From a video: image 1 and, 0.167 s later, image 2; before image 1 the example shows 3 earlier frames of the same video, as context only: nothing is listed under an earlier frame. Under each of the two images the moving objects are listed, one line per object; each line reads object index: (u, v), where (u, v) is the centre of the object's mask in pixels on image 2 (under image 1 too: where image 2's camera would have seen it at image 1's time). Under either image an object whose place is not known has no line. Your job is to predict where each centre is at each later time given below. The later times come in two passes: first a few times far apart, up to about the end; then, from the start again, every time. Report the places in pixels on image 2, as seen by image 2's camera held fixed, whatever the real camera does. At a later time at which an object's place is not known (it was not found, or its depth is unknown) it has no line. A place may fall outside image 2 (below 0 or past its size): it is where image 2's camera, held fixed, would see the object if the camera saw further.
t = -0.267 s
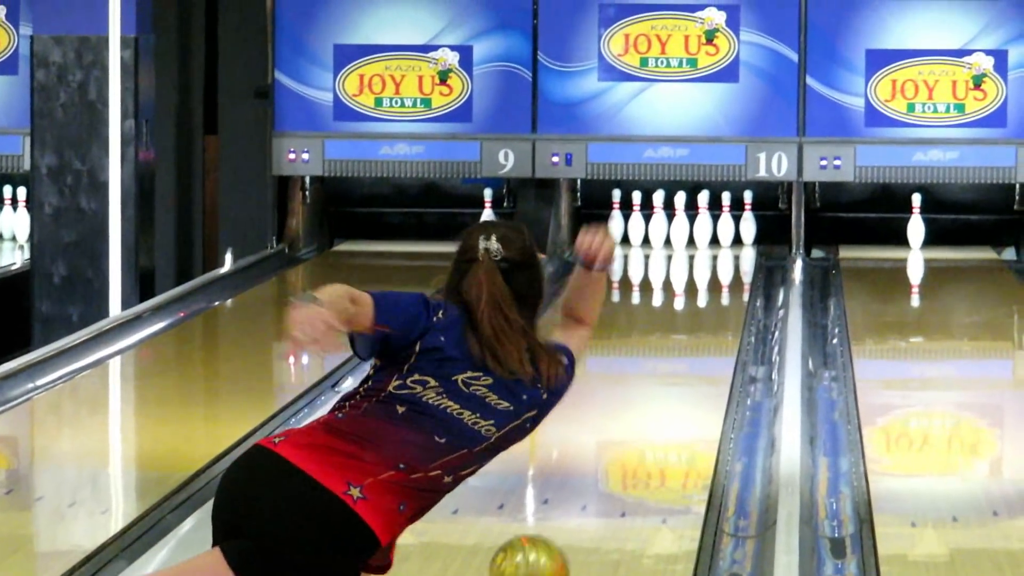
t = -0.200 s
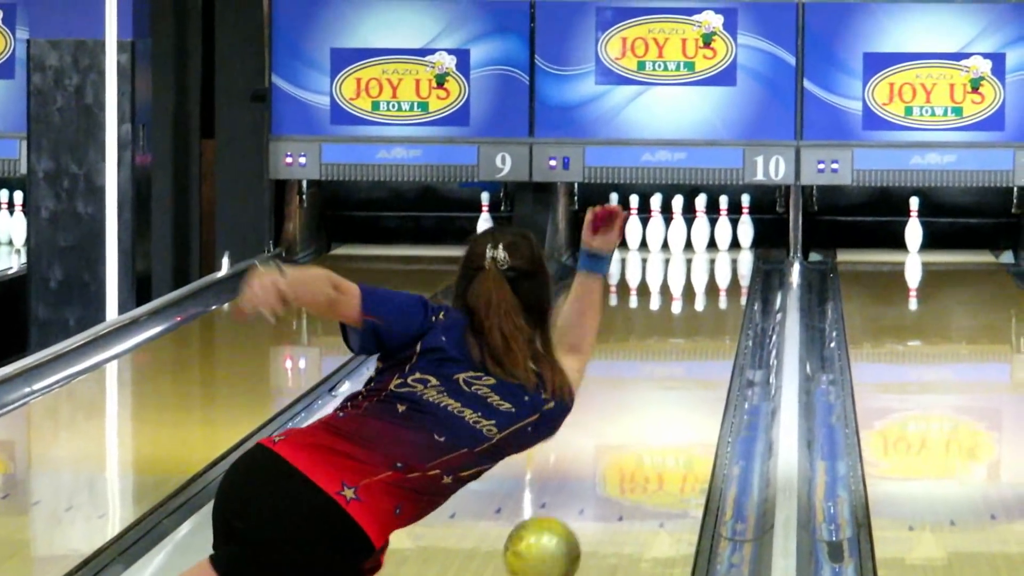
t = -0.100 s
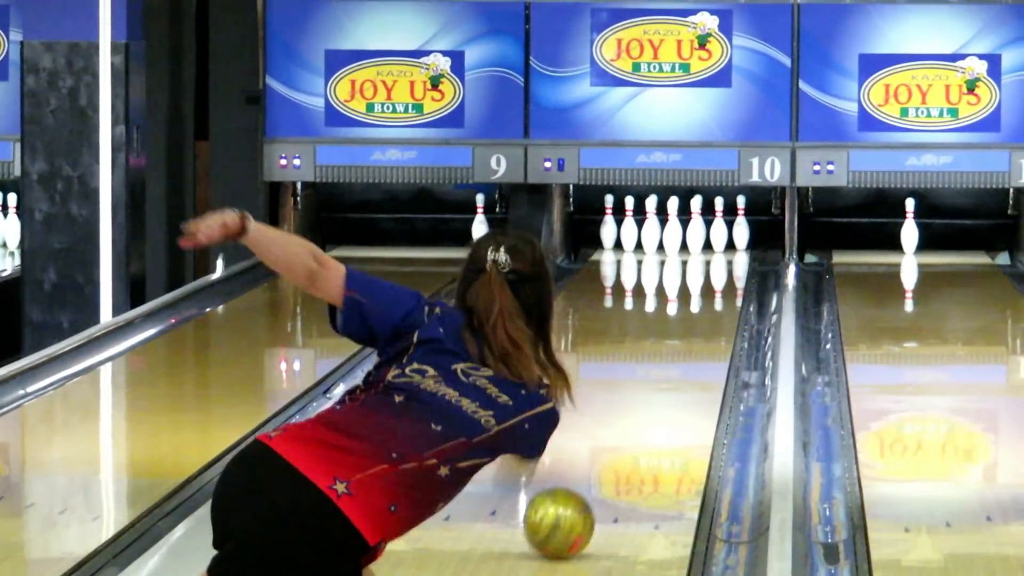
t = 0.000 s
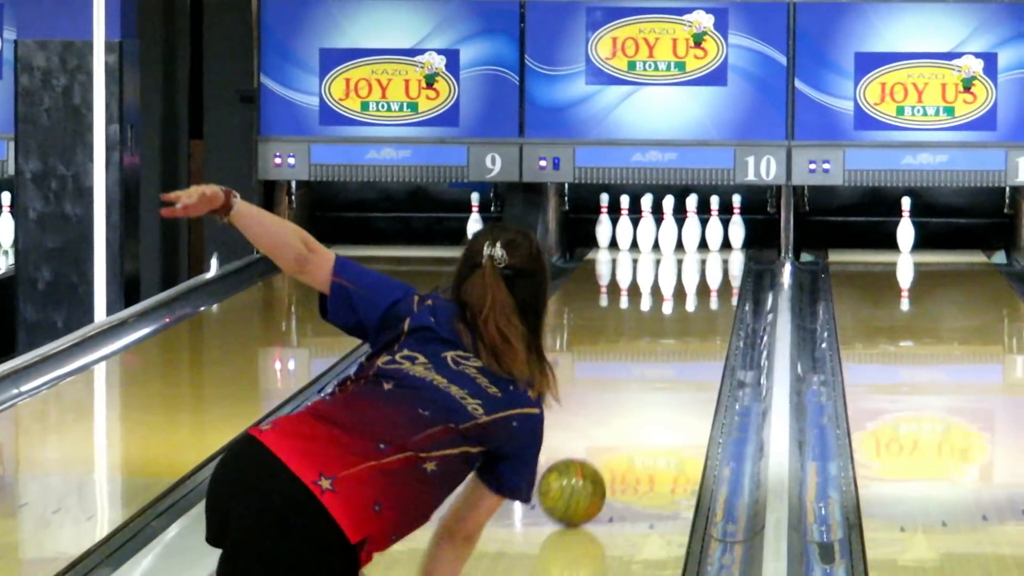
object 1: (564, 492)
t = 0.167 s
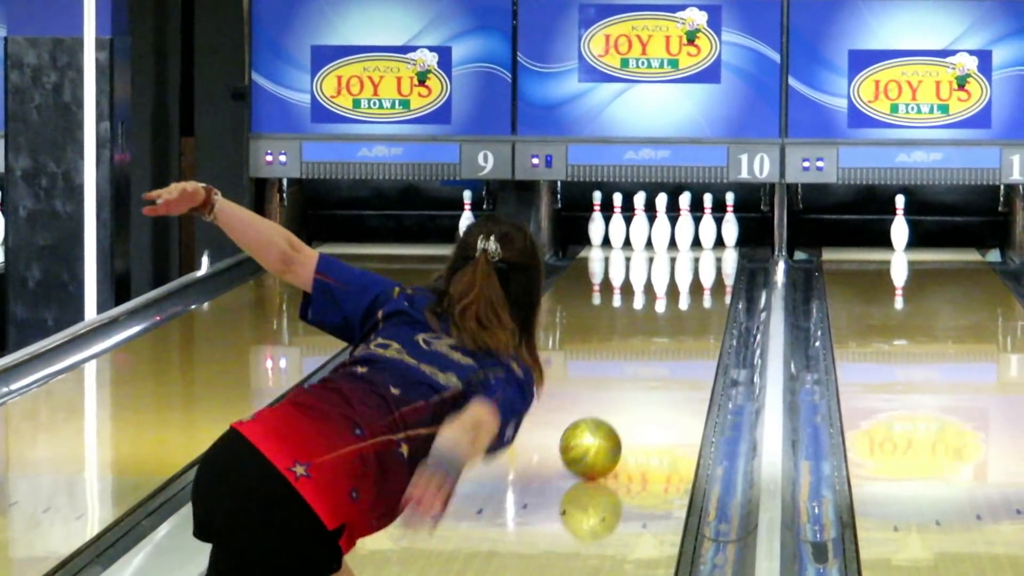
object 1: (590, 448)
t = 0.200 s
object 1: (595, 440)
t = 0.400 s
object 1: (619, 399)
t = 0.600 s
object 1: (639, 367)
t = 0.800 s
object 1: (654, 339)
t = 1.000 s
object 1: (666, 315)
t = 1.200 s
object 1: (676, 295)
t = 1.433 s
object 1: (683, 276)
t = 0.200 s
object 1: (595, 440)
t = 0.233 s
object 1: (599, 433)
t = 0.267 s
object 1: (604, 426)
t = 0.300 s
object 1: (608, 419)
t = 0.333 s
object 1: (612, 412)
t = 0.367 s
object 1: (616, 405)
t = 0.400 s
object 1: (619, 399)
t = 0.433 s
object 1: (623, 393)
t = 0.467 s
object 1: (626, 388)
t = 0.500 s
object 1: (630, 383)
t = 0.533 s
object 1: (633, 377)
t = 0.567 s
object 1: (636, 371)
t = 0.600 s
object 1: (639, 367)
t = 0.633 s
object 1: (642, 362)
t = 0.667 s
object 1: (645, 356)
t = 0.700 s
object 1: (647, 351)
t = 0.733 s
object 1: (649, 347)
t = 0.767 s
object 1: (652, 343)
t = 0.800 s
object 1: (654, 339)
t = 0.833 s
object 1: (656, 334)
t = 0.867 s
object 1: (659, 330)
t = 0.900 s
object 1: (661, 326)
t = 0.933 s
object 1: (662, 322)
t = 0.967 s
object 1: (664, 318)
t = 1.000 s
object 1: (666, 315)
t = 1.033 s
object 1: (668, 312)
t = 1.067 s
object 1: (669, 309)
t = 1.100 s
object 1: (672, 305)
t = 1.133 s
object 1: (673, 302)
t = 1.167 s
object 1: (675, 298)
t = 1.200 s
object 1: (676, 295)
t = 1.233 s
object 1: (677, 291)
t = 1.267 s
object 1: (678, 289)
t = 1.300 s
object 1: (680, 286)
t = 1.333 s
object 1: (681, 284)
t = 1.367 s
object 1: (682, 281)
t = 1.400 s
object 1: (683, 279)
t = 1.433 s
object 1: (683, 276)
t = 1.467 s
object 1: (684, 274)
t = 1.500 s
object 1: (684, 271)
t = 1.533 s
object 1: (684, 268)
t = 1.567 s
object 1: (684, 266)
